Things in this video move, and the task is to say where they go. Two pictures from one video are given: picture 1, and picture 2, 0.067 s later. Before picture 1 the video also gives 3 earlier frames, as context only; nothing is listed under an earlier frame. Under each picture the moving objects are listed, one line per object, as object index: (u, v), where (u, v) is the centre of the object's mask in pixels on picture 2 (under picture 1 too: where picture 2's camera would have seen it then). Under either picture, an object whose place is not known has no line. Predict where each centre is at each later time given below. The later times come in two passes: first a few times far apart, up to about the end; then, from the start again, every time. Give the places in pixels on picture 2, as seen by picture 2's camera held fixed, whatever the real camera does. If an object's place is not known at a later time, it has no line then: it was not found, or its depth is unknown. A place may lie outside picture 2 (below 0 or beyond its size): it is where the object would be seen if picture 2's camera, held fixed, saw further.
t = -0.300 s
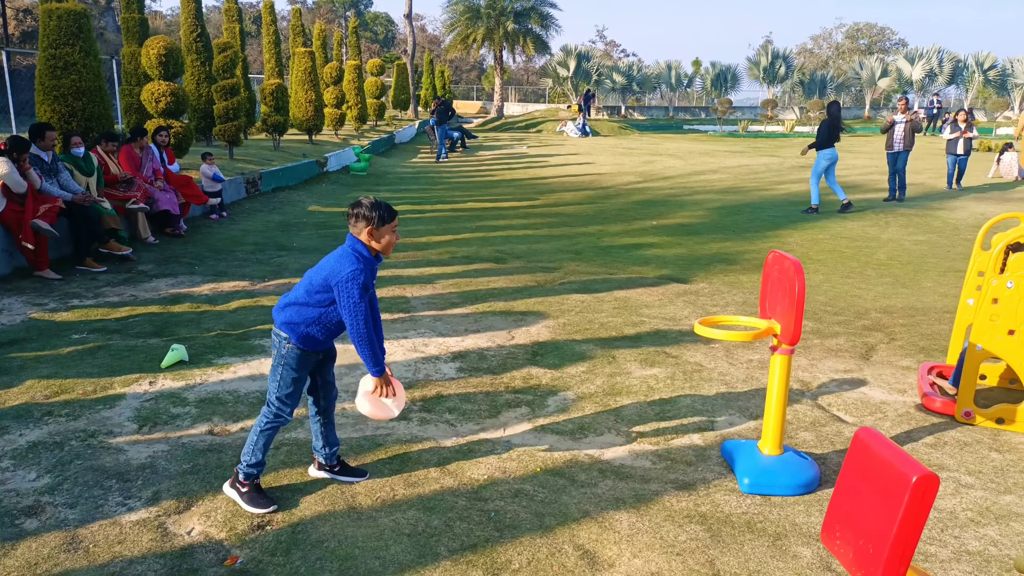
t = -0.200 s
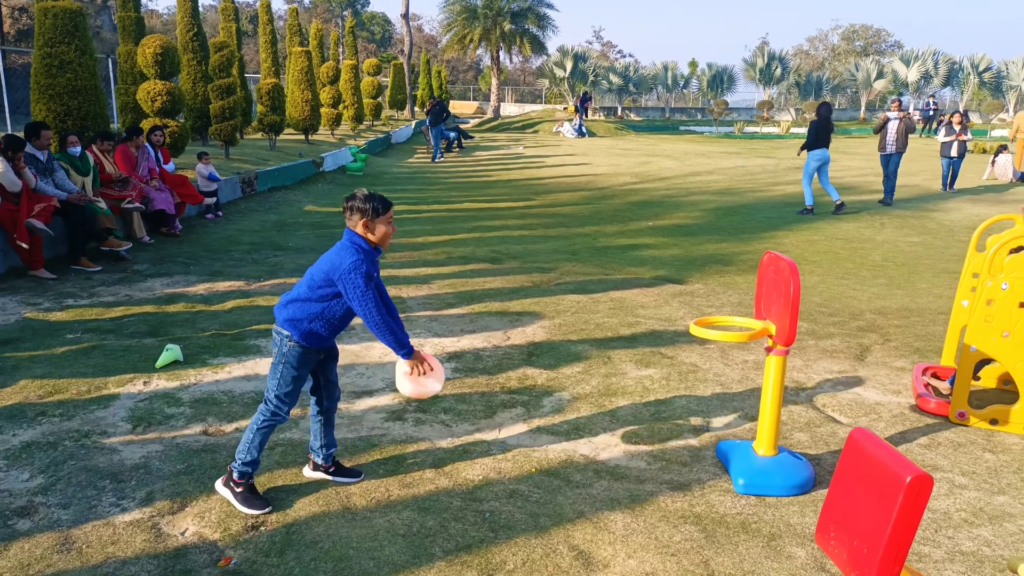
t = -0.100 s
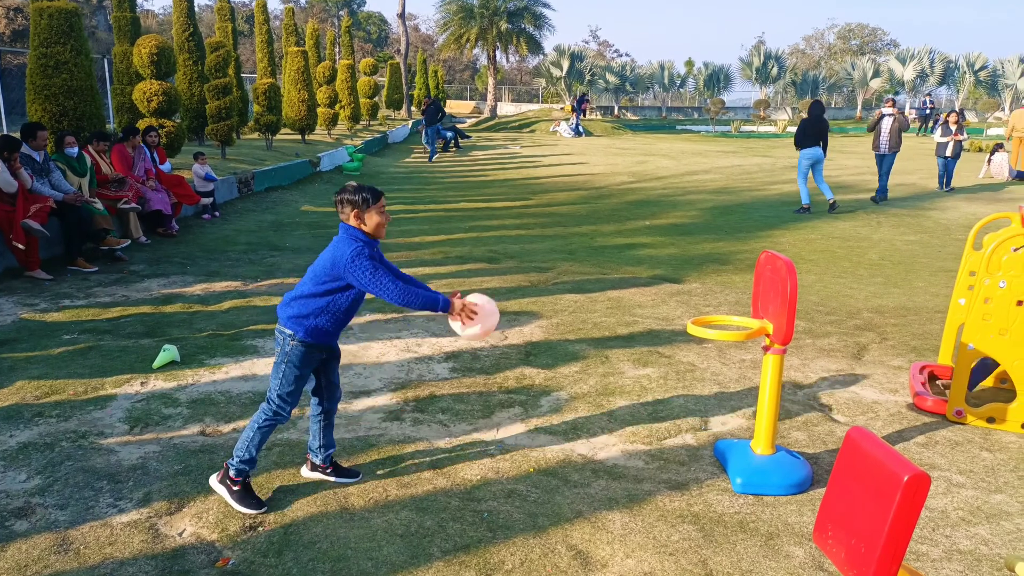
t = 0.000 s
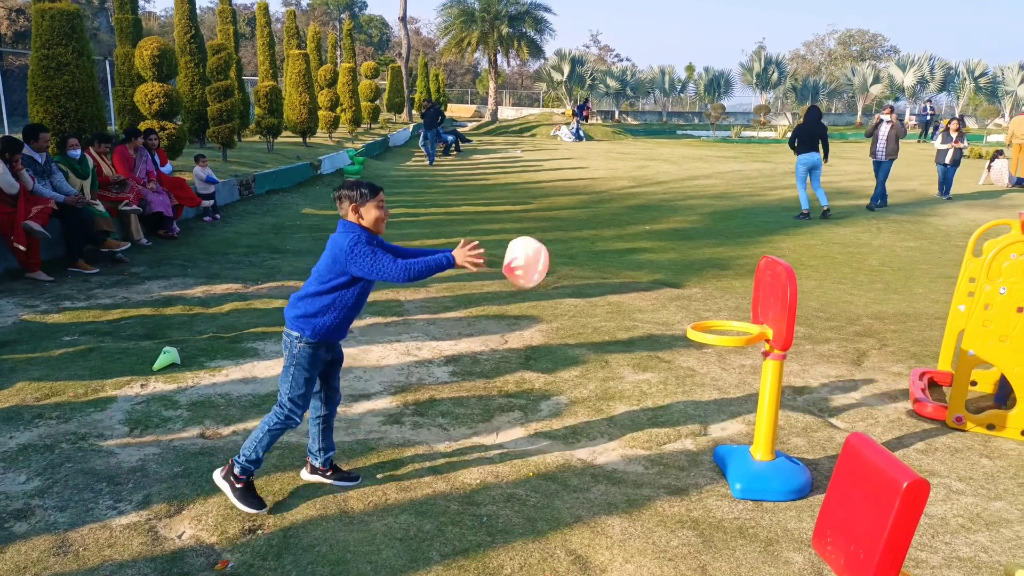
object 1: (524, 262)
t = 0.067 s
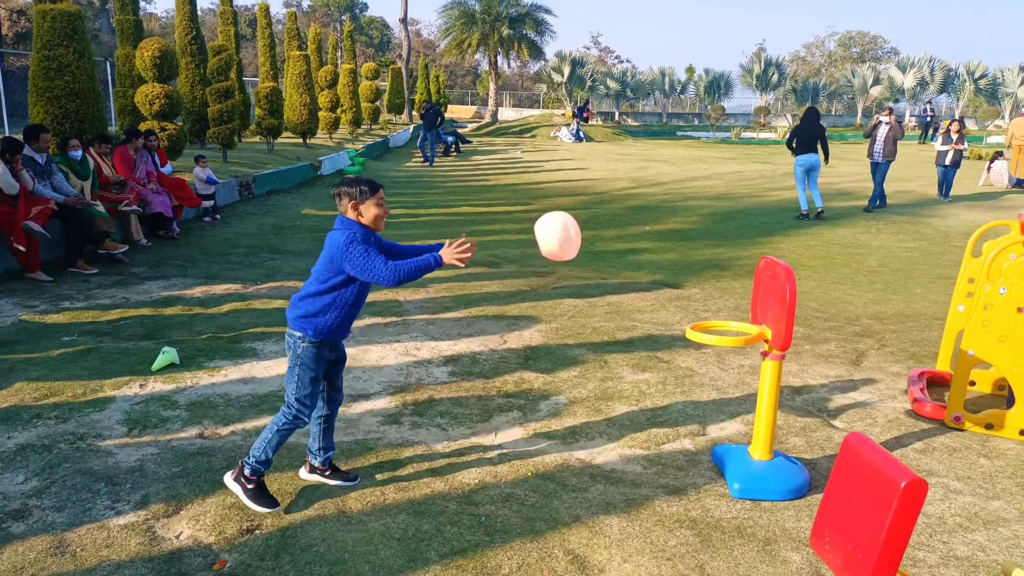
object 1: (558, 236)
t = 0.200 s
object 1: (618, 215)
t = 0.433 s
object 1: (712, 271)
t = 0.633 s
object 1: (705, 301)
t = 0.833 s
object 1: (664, 351)
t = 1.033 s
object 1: (645, 373)
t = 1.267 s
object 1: (634, 366)
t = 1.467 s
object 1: (627, 363)
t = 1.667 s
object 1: (624, 354)
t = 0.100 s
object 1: (574, 226)
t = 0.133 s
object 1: (588, 220)
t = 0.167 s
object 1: (603, 216)
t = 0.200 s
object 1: (618, 215)
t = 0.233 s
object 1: (633, 216)
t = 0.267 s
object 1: (647, 219)
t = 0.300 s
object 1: (662, 225)
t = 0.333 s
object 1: (675, 234)
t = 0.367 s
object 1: (688, 245)
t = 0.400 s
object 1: (699, 257)
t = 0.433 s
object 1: (712, 271)
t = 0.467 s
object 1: (725, 287)
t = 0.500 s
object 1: (734, 302)
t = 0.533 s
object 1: (727, 302)
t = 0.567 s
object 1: (719, 302)
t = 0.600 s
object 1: (712, 301)
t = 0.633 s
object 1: (705, 301)
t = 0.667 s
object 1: (699, 305)
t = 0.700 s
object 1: (691, 309)
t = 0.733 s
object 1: (682, 319)
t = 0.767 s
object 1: (675, 330)
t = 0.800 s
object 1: (669, 341)
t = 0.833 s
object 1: (664, 351)
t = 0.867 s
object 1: (660, 367)
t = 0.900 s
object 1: (654, 383)
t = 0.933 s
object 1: (649, 392)
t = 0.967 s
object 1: (648, 385)
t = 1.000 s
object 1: (646, 378)
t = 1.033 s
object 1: (645, 373)
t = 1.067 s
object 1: (643, 371)
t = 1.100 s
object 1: (642, 370)
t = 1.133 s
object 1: (640, 370)
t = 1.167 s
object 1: (638, 372)
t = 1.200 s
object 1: (636, 375)
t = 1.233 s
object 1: (635, 370)
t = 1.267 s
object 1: (634, 366)
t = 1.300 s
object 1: (633, 363)
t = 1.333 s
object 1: (632, 362)
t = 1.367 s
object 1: (631, 363)
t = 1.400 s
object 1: (629, 364)
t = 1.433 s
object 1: (628, 364)
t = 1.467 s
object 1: (627, 363)
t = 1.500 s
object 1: (626, 363)
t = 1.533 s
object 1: (625, 361)
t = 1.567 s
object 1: (625, 359)
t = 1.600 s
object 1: (624, 357)
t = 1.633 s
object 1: (624, 355)
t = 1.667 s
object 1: (624, 354)
